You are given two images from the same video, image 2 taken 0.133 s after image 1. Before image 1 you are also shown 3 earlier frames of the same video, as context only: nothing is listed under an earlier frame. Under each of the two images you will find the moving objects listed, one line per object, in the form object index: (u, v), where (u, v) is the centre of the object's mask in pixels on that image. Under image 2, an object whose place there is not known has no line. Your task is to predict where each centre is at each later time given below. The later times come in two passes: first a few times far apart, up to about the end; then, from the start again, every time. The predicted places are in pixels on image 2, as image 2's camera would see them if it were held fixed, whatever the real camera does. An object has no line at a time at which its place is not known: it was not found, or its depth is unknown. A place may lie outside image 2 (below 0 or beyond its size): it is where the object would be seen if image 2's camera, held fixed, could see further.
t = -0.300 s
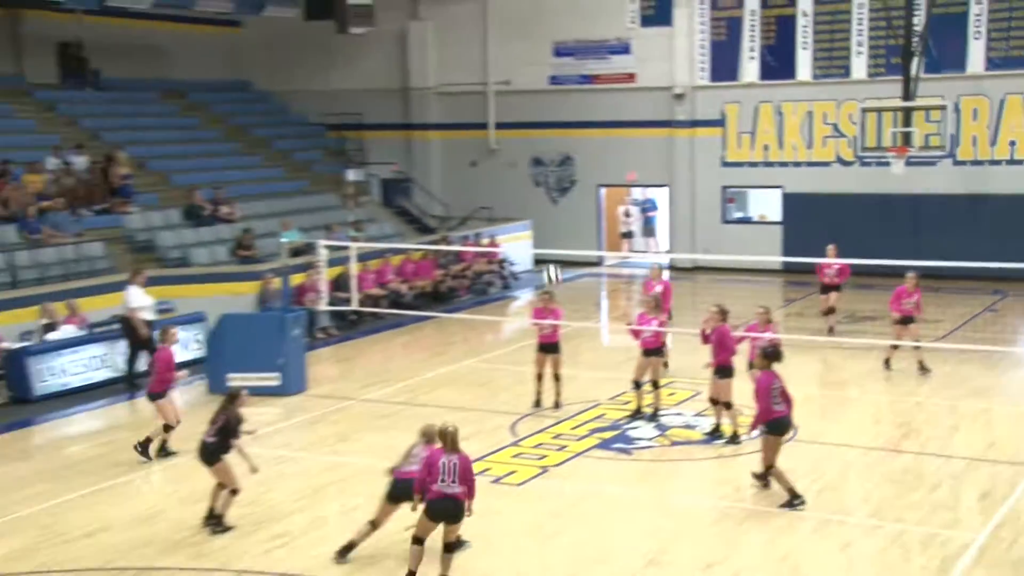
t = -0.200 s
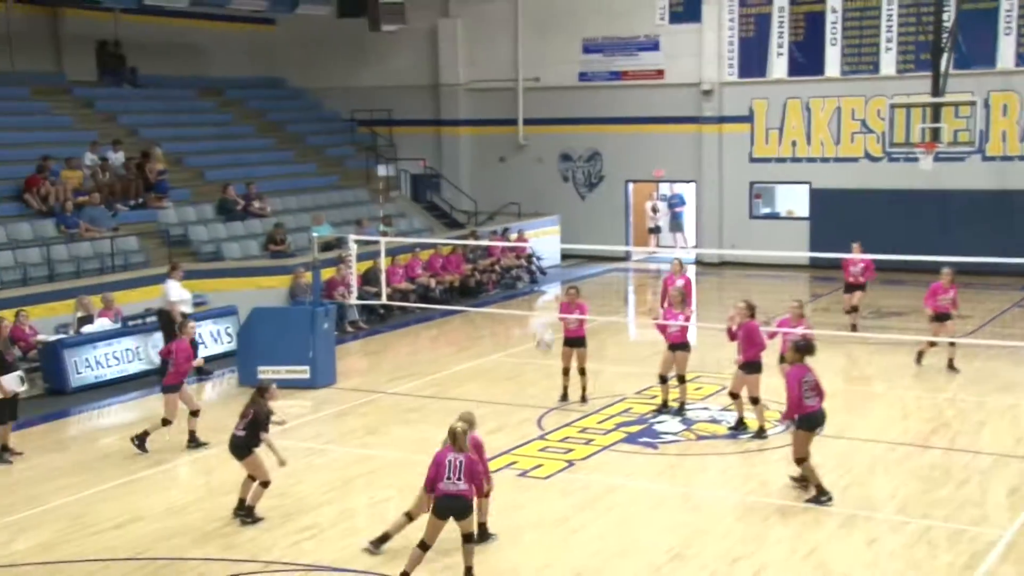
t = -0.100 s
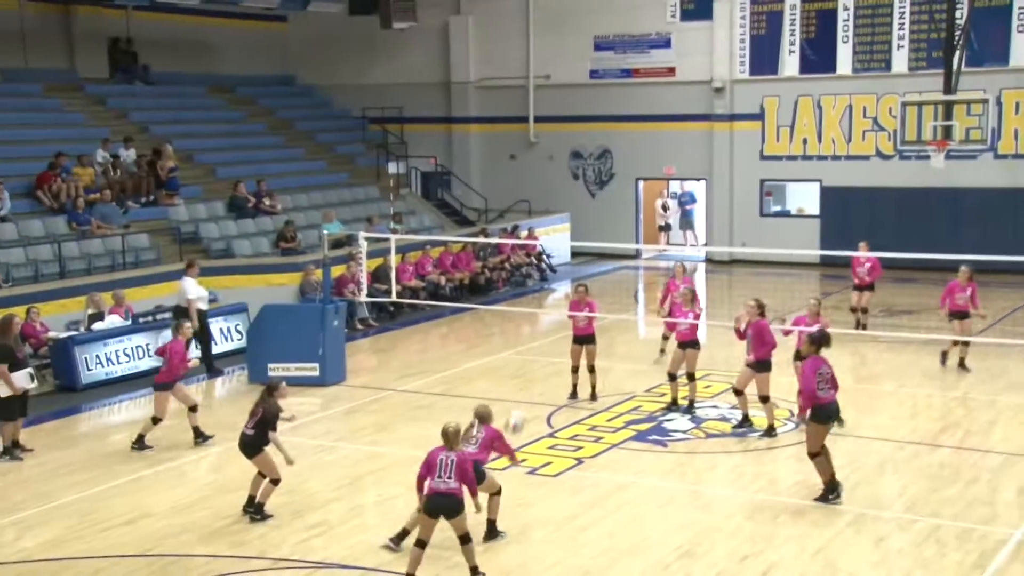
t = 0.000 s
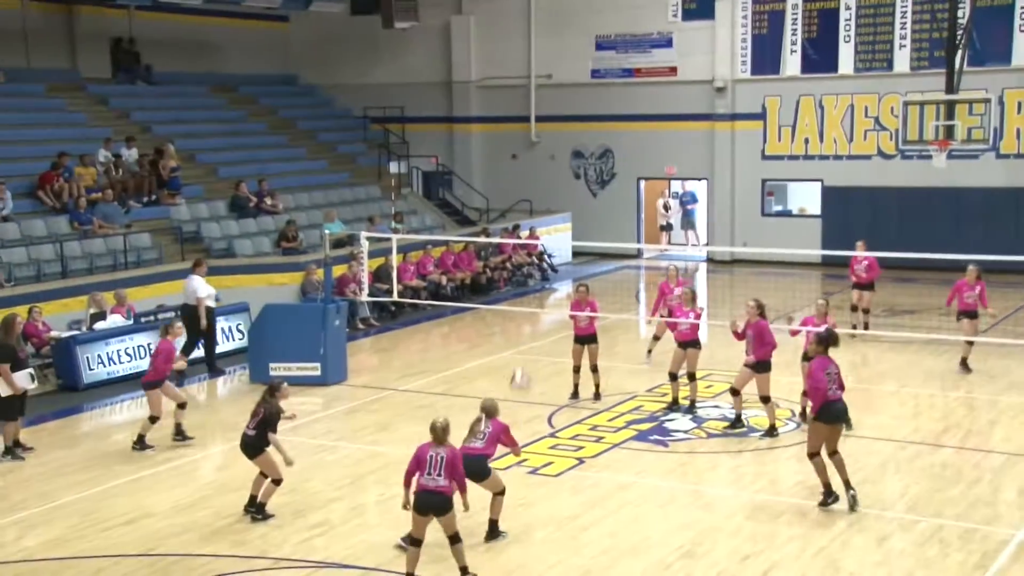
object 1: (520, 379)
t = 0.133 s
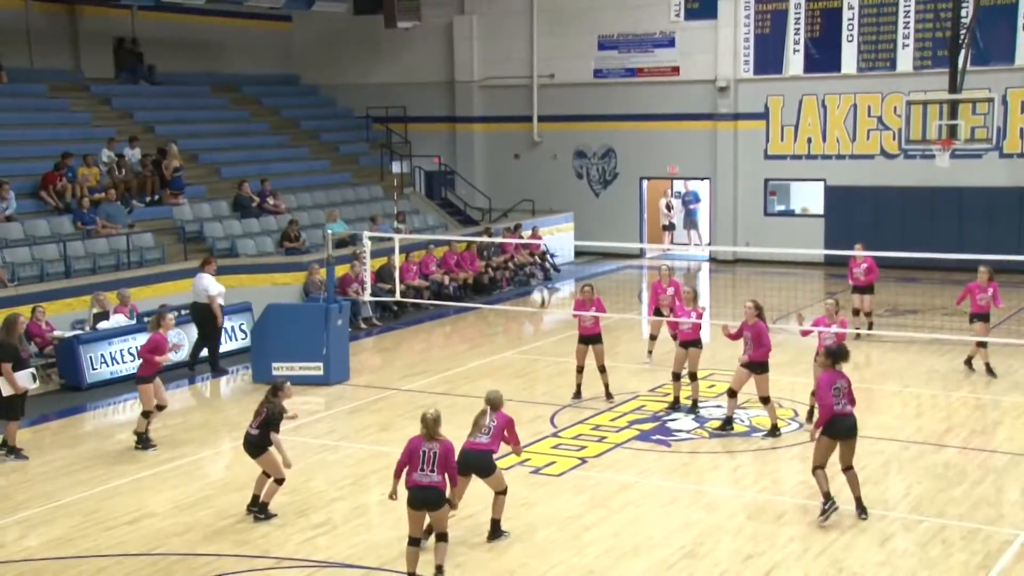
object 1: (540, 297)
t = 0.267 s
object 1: (556, 237)
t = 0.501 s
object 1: (584, 173)
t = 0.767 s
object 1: (613, 162)
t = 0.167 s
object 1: (544, 282)
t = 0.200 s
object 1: (547, 268)
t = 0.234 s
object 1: (553, 254)
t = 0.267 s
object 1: (556, 237)
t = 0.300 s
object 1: (560, 225)
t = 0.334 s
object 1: (564, 210)
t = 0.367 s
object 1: (569, 201)
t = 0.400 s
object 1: (572, 193)
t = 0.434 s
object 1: (575, 185)
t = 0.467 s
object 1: (579, 179)
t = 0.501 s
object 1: (584, 173)
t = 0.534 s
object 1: (588, 169)
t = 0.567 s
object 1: (591, 164)
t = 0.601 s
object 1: (595, 163)
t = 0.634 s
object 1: (600, 160)
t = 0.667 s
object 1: (603, 159)
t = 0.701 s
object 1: (606, 158)
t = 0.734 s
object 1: (609, 159)
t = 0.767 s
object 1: (613, 162)
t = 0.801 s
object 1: (618, 165)
